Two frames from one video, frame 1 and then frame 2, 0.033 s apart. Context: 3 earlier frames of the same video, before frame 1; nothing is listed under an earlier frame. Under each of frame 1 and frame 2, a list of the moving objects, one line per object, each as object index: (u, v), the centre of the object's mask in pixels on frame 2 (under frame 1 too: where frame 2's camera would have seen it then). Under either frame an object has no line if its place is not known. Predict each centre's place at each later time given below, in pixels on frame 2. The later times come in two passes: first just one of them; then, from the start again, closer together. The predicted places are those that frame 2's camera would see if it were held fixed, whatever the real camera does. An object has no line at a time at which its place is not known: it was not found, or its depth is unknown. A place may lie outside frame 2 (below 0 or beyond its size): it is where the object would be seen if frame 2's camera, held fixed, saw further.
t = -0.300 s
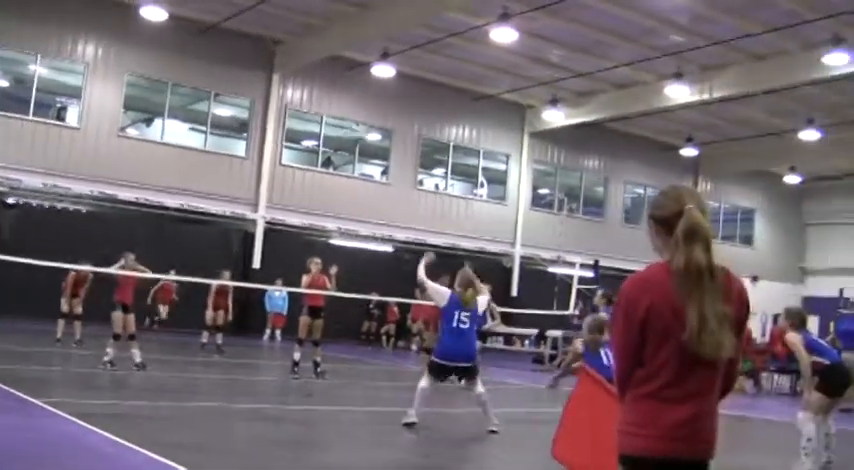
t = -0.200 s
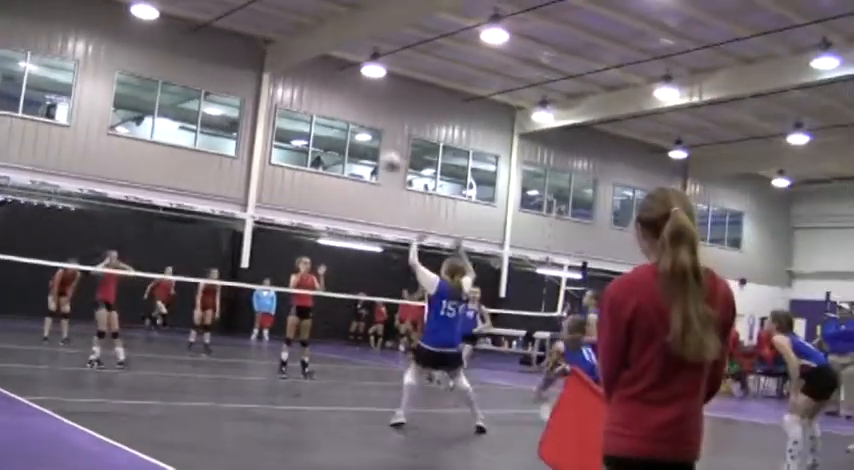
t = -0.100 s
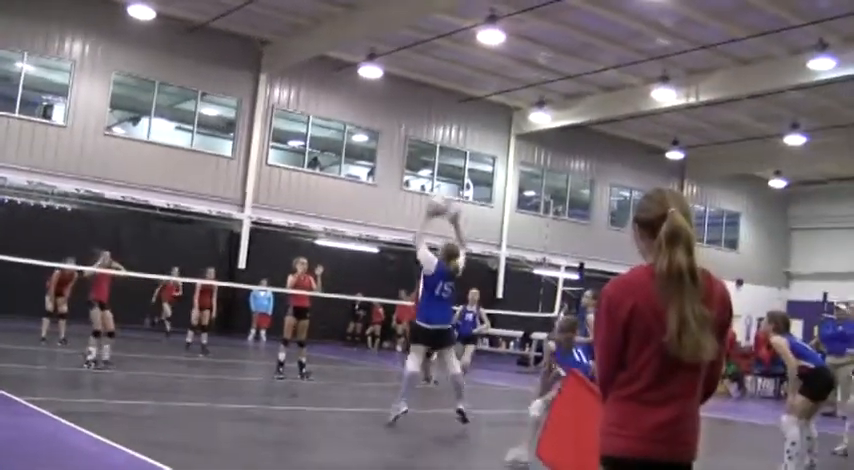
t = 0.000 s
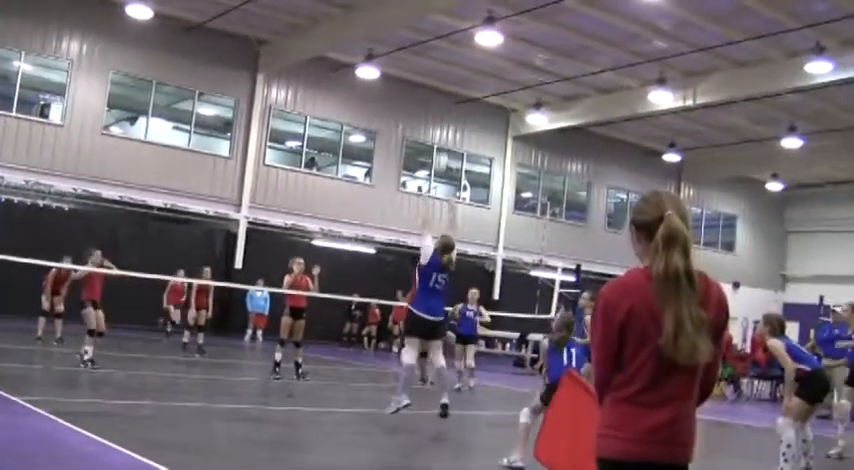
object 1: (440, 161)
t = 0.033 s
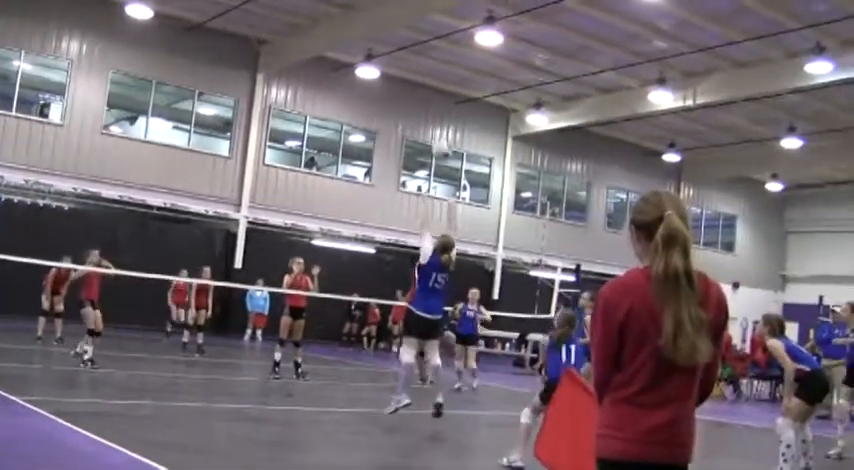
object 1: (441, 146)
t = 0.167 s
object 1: (432, 96)
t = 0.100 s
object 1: (436, 120)
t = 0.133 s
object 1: (435, 108)
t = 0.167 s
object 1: (432, 96)
